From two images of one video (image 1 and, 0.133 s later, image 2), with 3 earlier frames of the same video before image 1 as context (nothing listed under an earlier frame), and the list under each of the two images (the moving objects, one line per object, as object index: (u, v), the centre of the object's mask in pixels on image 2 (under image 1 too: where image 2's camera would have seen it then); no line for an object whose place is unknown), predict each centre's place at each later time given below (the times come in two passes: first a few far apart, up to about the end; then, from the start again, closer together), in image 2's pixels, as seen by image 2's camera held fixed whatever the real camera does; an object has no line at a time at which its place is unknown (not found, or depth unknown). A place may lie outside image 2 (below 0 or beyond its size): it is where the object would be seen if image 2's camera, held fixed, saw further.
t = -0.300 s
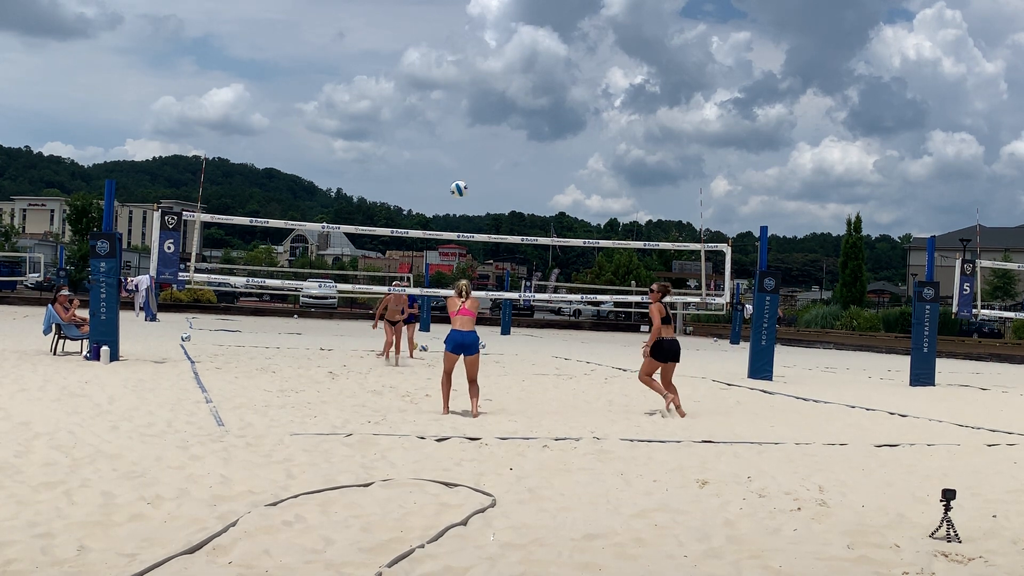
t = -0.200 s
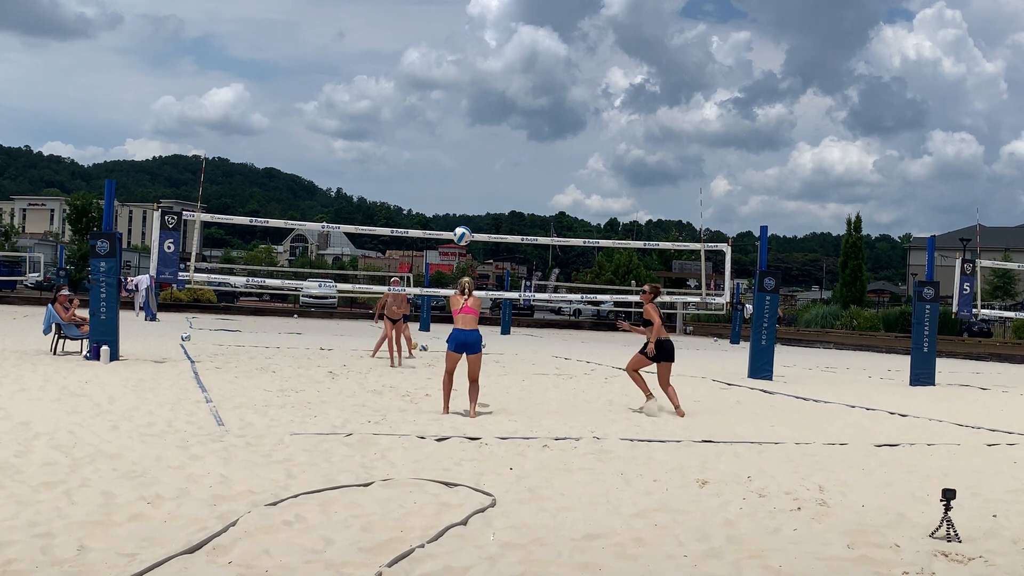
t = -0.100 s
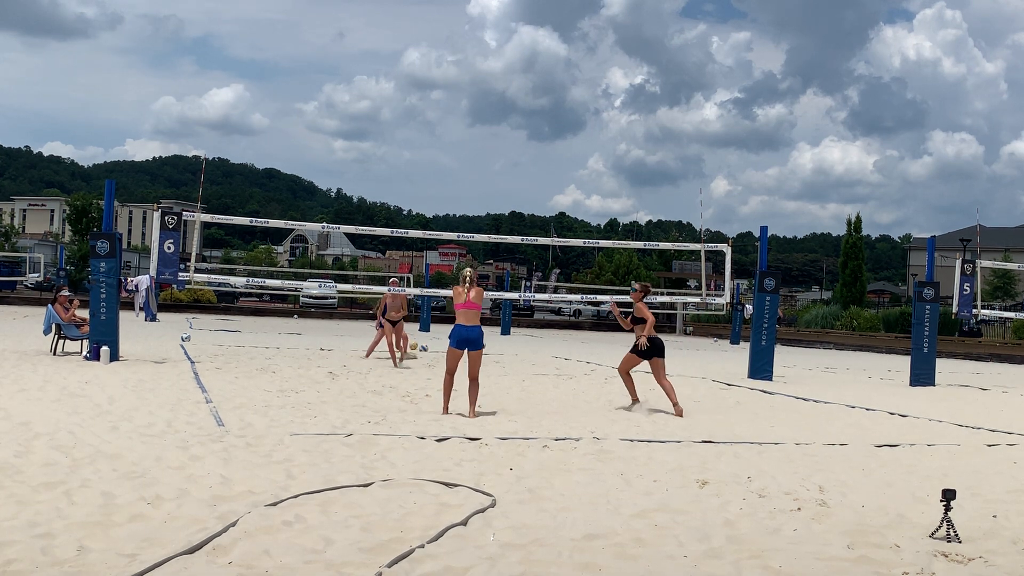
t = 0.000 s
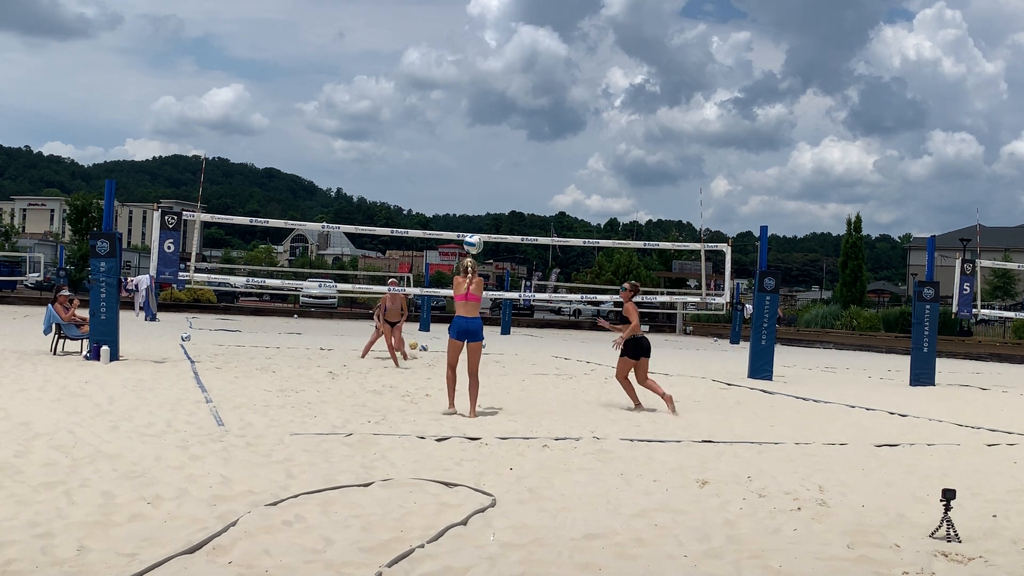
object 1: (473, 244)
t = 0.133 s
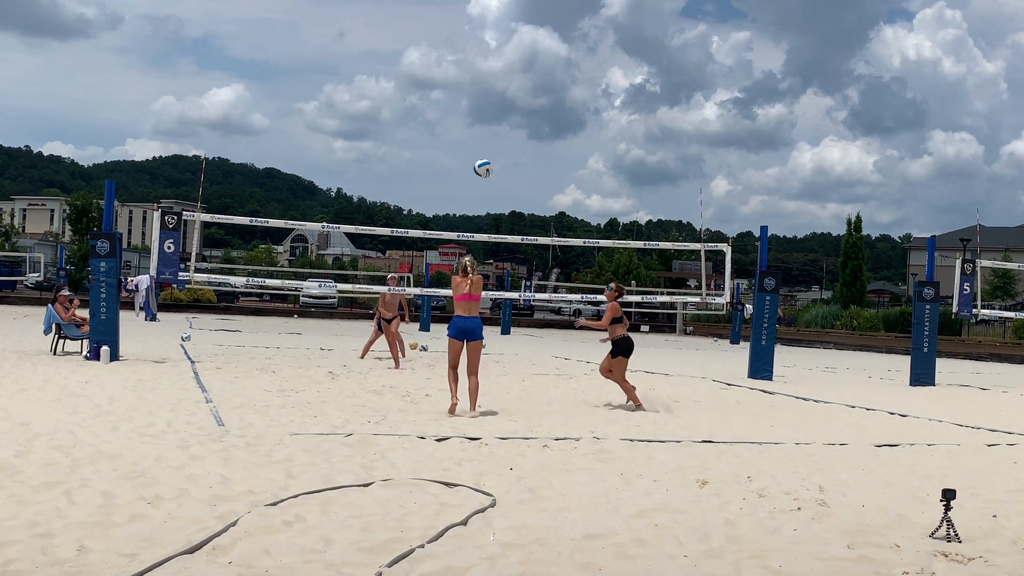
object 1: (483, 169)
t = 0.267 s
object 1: (491, 114)
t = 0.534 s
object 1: (505, 57)
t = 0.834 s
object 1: (515, 63)
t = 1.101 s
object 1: (520, 122)
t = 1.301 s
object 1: (523, 193)
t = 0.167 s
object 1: (485, 153)
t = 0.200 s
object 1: (487, 139)
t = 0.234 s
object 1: (489, 126)
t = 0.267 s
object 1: (491, 114)
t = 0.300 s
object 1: (494, 103)
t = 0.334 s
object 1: (495, 94)
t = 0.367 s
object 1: (497, 85)
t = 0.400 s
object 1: (499, 77)
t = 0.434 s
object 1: (501, 70)
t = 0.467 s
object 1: (502, 65)
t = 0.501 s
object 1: (504, 60)
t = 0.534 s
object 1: (505, 57)
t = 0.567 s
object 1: (506, 54)
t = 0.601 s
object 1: (507, 52)
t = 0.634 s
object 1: (508, 51)
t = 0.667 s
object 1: (510, 51)
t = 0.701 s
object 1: (511, 52)
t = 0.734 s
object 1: (512, 53)
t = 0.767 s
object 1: (513, 56)
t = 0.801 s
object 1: (514, 59)
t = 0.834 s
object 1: (515, 63)
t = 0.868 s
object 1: (516, 68)
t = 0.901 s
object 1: (516, 73)
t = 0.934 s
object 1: (517, 79)
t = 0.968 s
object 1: (518, 86)
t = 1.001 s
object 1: (518, 94)
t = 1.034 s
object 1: (519, 103)
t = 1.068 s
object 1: (520, 112)
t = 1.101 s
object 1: (520, 122)
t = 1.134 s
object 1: (521, 133)
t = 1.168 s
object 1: (521, 144)
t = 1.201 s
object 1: (522, 155)
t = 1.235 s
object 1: (522, 167)
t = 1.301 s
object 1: (523, 193)
